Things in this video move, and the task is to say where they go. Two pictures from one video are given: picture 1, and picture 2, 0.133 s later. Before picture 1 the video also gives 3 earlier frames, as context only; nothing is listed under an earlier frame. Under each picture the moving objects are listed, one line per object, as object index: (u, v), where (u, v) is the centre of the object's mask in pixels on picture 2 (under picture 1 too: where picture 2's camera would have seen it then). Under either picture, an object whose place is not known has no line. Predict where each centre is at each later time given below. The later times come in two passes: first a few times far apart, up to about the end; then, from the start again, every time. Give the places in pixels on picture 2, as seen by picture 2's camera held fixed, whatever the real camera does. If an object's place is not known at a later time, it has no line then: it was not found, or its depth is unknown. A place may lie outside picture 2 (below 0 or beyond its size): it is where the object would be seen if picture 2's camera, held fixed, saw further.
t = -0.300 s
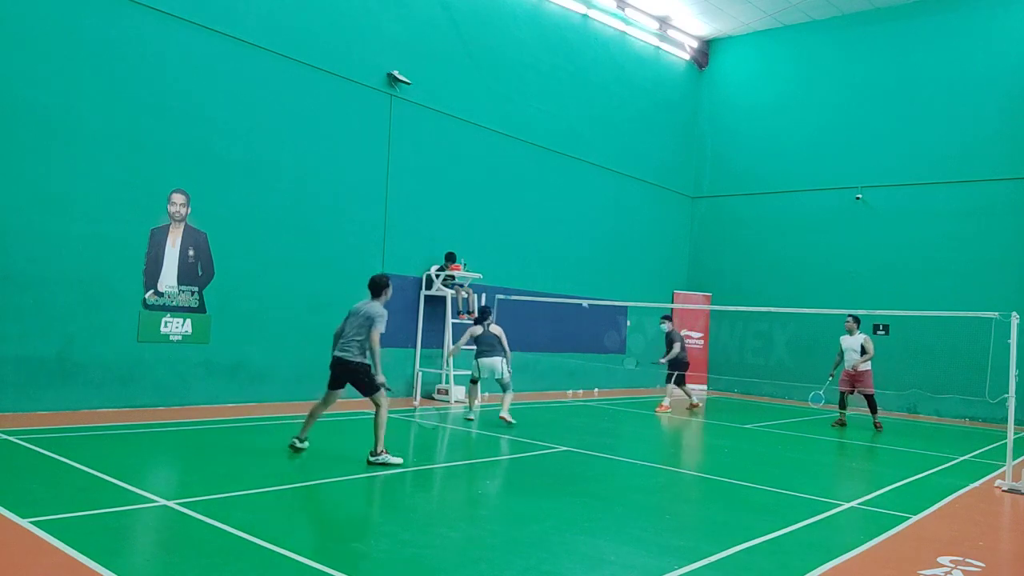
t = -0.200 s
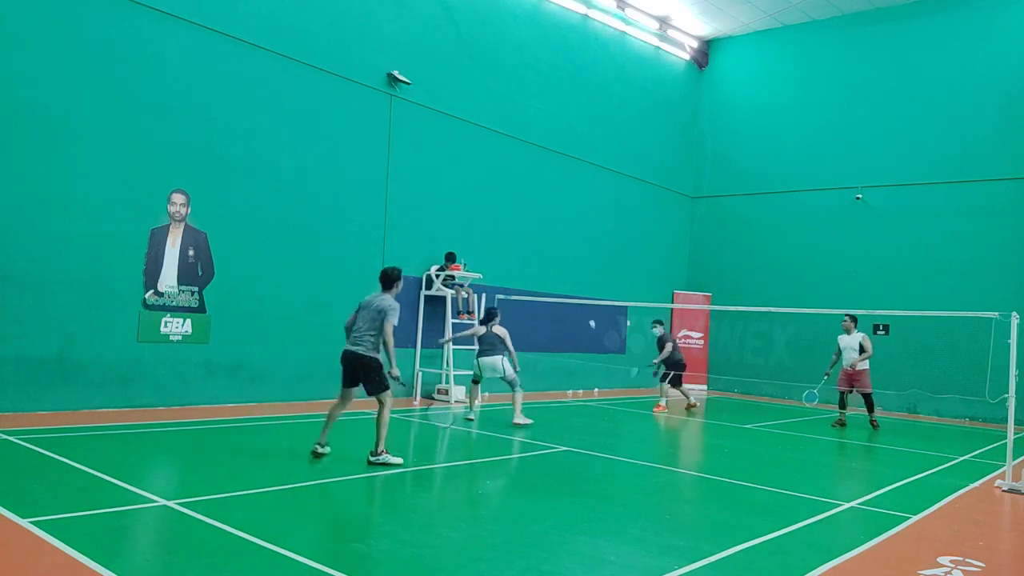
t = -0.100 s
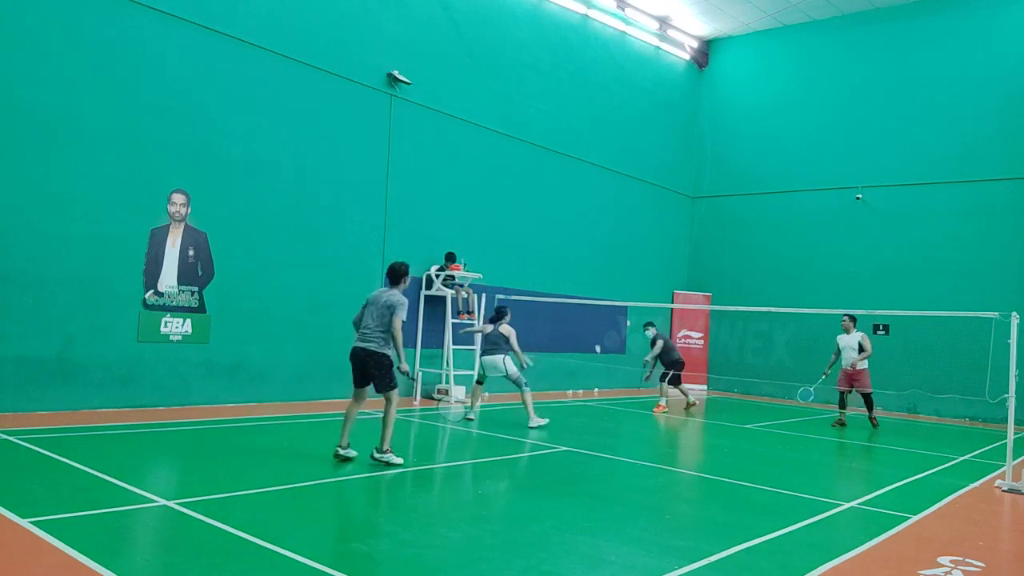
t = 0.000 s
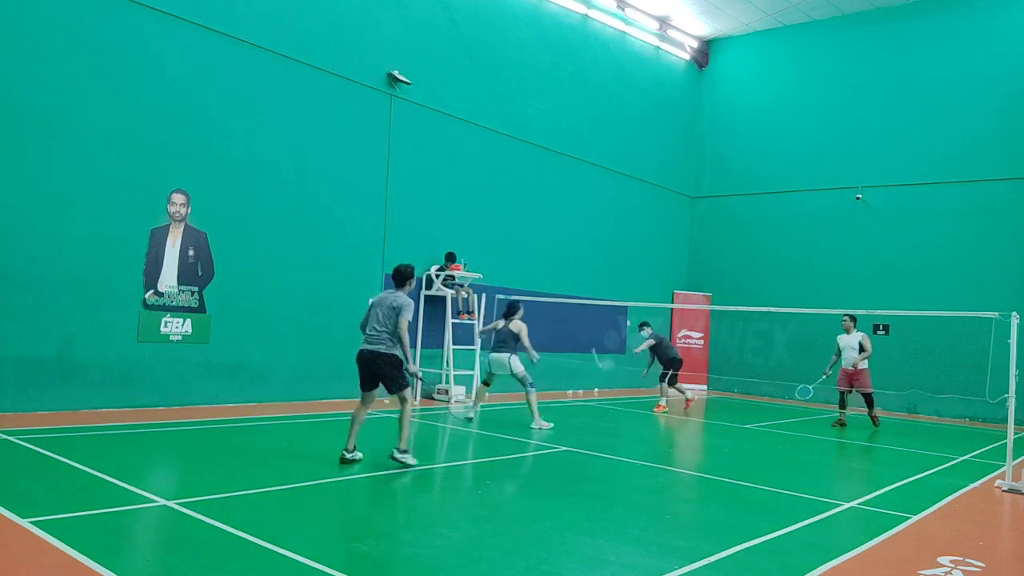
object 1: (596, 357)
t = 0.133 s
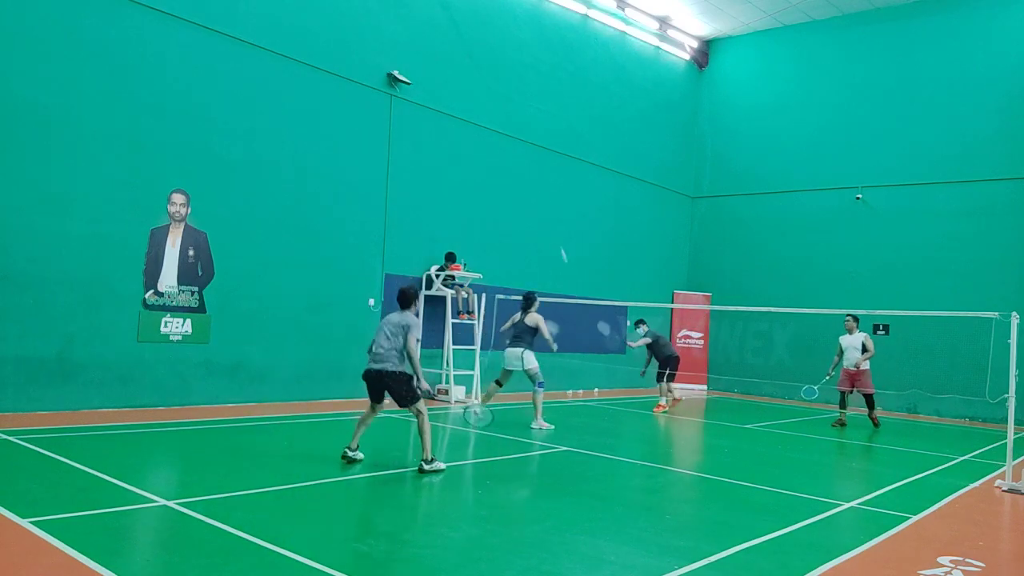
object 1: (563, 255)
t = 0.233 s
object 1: (543, 199)
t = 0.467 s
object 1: (496, 110)
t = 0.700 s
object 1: (447, 70)
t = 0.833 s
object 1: (417, 71)
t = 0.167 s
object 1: (557, 236)
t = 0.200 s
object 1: (550, 216)
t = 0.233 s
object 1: (543, 199)
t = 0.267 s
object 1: (536, 182)
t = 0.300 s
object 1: (529, 167)
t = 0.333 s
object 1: (522, 154)
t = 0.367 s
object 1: (516, 141)
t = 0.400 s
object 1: (509, 129)
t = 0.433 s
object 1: (502, 119)
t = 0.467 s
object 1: (496, 110)
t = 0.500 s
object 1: (488, 101)
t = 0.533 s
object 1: (482, 93)
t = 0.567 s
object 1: (475, 86)
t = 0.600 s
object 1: (468, 80)
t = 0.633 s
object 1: (462, 76)
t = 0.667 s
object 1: (454, 73)
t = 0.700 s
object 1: (447, 70)
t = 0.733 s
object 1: (440, 69)
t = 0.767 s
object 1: (433, 68)
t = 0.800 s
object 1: (425, 69)
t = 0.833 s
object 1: (417, 71)
